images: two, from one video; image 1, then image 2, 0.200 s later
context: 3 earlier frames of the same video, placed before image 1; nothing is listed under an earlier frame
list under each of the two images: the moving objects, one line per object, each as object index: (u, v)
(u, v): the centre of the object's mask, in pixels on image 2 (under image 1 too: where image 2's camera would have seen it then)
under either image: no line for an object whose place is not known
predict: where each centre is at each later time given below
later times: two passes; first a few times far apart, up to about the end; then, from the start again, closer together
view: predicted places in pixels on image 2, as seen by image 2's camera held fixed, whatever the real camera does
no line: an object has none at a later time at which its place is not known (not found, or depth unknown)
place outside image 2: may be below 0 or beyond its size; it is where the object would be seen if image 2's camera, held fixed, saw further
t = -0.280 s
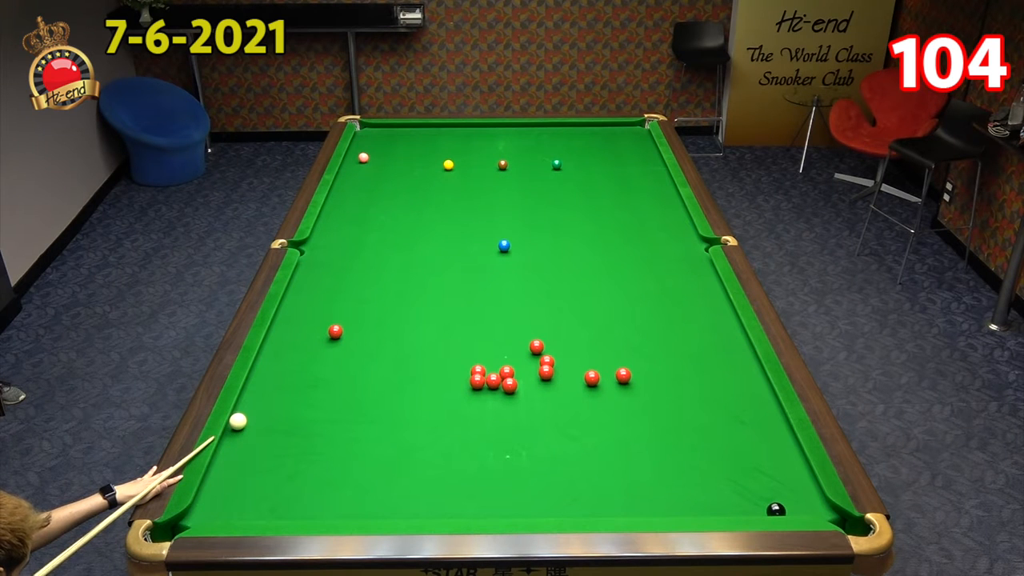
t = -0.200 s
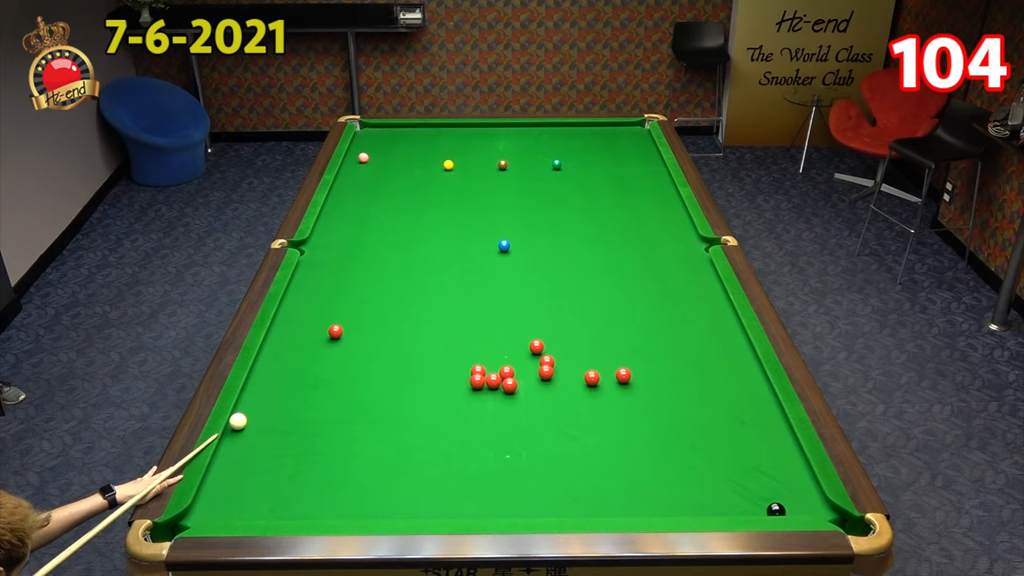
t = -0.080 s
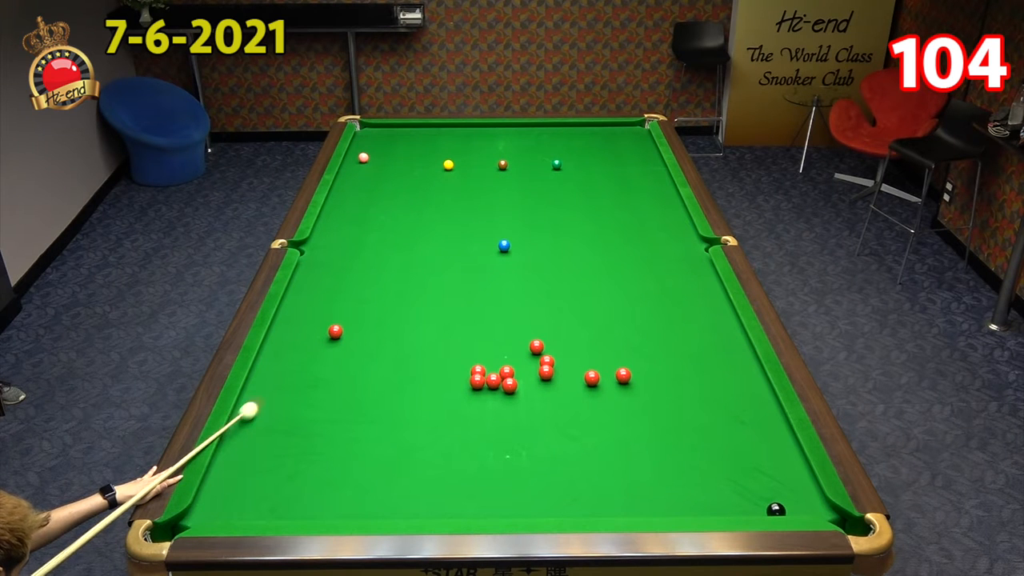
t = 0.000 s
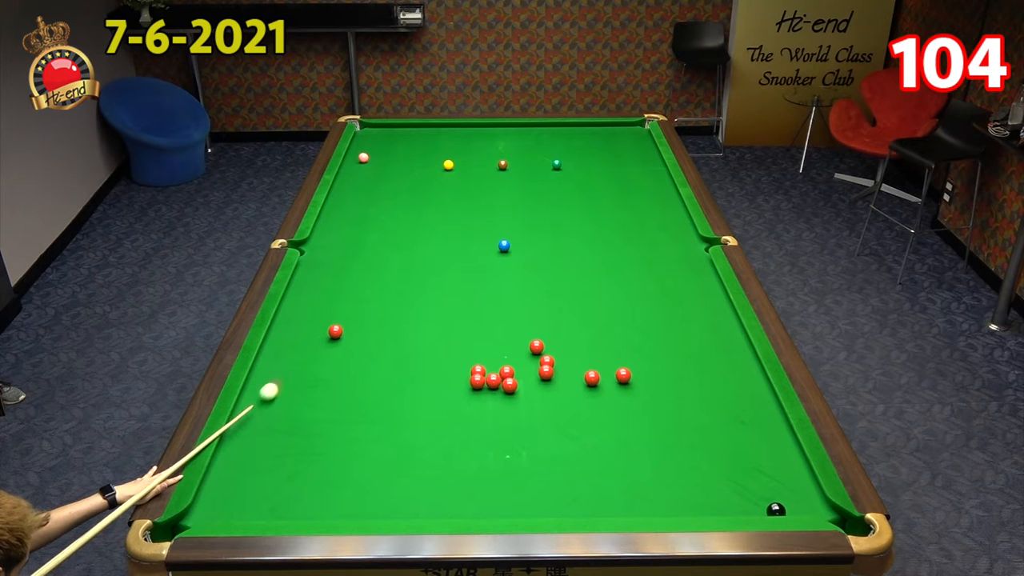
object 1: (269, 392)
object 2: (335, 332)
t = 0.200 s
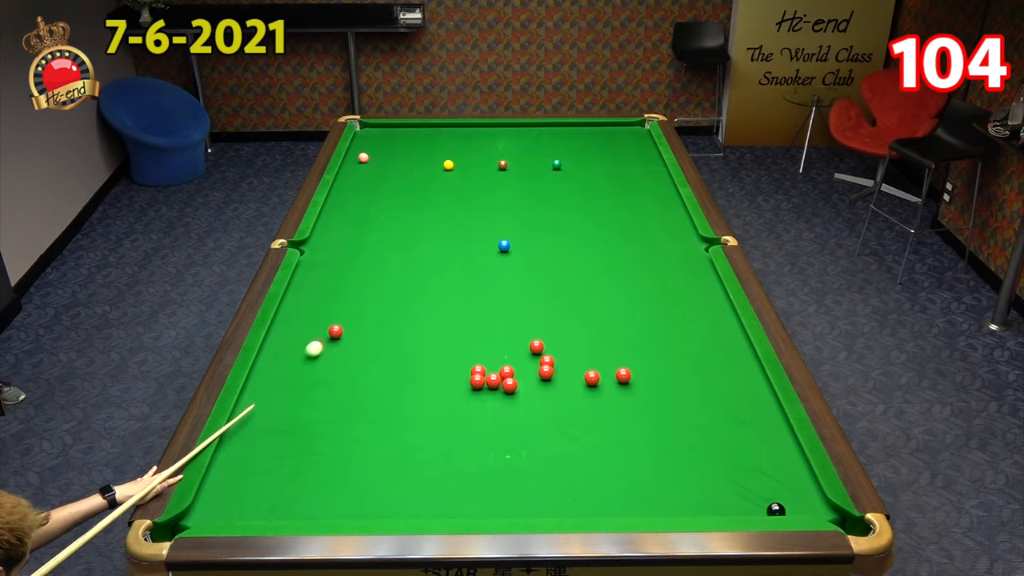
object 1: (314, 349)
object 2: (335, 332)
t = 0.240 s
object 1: (322, 341)
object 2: (335, 331)
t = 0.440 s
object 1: (322, 330)
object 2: (372, 307)
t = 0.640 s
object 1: (324, 319)
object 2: (399, 288)
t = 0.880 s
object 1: (326, 307)
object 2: (429, 269)
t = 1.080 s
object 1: (327, 298)
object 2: (451, 254)
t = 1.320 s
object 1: (330, 287)
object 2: (475, 238)
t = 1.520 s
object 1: (331, 280)
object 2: (494, 226)
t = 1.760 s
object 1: (333, 271)
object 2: (514, 212)
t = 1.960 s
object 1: (334, 265)
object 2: (530, 202)
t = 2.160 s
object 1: (335, 259)
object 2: (545, 192)
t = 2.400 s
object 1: (336, 252)
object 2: (561, 181)
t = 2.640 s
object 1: (337, 247)
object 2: (576, 172)
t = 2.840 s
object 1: (337, 242)
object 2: (587, 164)
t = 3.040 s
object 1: (338, 238)
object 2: (598, 157)
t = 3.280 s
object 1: (338, 234)
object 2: (610, 149)
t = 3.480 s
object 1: (339, 231)
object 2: (619, 143)
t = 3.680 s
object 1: (339, 228)
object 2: (628, 137)
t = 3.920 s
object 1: (340, 226)
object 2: (638, 130)
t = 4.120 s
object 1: (340, 223)
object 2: (643, 125)
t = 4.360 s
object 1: (340, 222)
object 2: (646, 124)
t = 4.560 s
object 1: (340, 220)
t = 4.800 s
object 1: (339, 219)
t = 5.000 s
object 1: (339, 218)
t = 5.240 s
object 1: (339, 218)
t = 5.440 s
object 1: (338, 218)
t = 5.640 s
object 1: (338, 218)
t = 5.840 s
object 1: (338, 218)
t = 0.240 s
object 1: (322, 341)
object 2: (335, 331)
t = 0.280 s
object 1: (325, 337)
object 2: (342, 327)
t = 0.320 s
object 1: (323, 336)
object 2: (350, 322)
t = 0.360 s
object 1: (322, 334)
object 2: (358, 316)
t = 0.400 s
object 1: (322, 332)
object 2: (365, 311)
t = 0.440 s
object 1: (322, 330)
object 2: (372, 307)
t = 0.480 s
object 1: (322, 328)
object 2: (378, 303)
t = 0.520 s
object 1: (323, 326)
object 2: (383, 299)
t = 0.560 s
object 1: (323, 324)
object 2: (389, 296)
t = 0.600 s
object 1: (323, 321)
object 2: (394, 292)
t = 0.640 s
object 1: (324, 319)
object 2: (399, 288)
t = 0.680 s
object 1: (324, 317)
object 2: (404, 285)
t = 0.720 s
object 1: (325, 315)
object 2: (409, 282)
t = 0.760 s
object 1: (325, 313)
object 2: (414, 278)
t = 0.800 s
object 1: (325, 311)
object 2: (419, 275)
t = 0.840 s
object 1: (326, 309)
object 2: (424, 272)
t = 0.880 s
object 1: (326, 307)
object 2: (429, 269)
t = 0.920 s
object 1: (326, 305)
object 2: (433, 266)
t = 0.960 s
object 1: (326, 303)
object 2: (437, 263)
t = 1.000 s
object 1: (327, 301)
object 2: (442, 260)
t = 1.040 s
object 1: (327, 299)
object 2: (446, 257)
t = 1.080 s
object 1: (327, 298)
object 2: (451, 254)
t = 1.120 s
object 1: (328, 296)
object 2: (455, 251)
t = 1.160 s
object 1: (328, 294)
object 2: (459, 249)
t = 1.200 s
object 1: (329, 292)
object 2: (463, 246)
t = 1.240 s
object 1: (329, 291)
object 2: (467, 243)
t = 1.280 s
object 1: (329, 289)
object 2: (471, 241)
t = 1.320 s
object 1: (330, 287)
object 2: (475, 238)
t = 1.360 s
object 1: (330, 286)
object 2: (479, 235)
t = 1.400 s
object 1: (330, 284)
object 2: (483, 233)
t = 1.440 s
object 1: (331, 282)
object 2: (486, 230)
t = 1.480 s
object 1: (331, 281)
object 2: (490, 228)
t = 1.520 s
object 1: (331, 280)
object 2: (494, 226)
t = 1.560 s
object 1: (331, 278)
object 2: (497, 223)
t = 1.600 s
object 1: (332, 277)
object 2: (501, 221)
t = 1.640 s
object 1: (332, 275)
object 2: (504, 219)
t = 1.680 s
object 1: (332, 274)
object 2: (507, 216)
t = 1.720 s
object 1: (332, 272)
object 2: (511, 214)
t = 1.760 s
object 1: (333, 271)
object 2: (514, 212)
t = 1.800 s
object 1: (333, 270)
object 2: (517, 210)
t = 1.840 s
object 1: (333, 268)
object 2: (520, 208)
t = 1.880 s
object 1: (333, 267)
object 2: (524, 206)
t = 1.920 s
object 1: (334, 266)
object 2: (527, 204)
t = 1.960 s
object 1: (334, 265)
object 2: (530, 202)
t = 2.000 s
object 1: (334, 263)
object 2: (533, 200)
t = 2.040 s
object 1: (334, 262)
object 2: (536, 198)
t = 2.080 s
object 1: (335, 261)
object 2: (539, 196)
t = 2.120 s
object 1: (335, 260)
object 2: (542, 194)
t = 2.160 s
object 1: (335, 259)
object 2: (545, 192)
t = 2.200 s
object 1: (335, 258)
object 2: (547, 190)
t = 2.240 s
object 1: (335, 257)
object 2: (550, 188)
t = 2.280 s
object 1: (335, 255)
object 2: (553, 187)
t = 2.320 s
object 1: (336, 254)
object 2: (555, 185)
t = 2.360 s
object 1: (336, 253)
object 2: (558, 183)
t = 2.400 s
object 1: (336, 252)
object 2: (561, 181)
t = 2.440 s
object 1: (336, 251)
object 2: (563, 180)
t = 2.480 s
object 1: (336, 250)
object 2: (566, 178)
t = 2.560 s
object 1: (336, 248)
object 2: (571, 175)
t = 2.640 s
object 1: (337, 247)
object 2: (576, 172)
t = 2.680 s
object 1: (337, 246)
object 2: (578, 170)
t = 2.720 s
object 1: (337, 245)
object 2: (580, 168)
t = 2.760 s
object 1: (337, 244)
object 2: (583, 167)
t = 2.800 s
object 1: (337, 243)
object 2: (585, 165)
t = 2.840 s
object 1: (337, 242)
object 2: (587, 164)
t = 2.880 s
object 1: (338, 242)
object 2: (589, 162)
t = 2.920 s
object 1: (338, 241)
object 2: (592, 161)
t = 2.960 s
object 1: (338, 240)
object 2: (594, 160)
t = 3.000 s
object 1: (338, 239)
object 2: (596, 158)
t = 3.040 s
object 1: (338, 238)
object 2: (598, 157)
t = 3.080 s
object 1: (338, 238)
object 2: (600, 155)
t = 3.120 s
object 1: (338, 237)
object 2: (602, 154)
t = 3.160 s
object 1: (338, 236)
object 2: (604, 153)
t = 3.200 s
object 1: (338, 236)
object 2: (606, 151)
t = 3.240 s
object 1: (338, 235)
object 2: (608, 150)
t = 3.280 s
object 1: (338, 234)
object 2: (610, 149)
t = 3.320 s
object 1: (339, 234)
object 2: (612, 148)
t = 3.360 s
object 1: (339, 233)
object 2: (614, 146)
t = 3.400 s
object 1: (339, 232)
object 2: (616, 145)
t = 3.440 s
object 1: (339, 232)
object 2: (618, 144)
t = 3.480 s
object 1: (339, 231)
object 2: (619, 143)
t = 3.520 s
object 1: (339, 230)
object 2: (621, 141)
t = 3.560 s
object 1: (339, 230)
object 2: (623, 140)
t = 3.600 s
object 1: (339, 229)
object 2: (625, 139)
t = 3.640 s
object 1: (339, 229)
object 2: (626, 138)
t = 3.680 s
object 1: (339, 228)
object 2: (628, 137)
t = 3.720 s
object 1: (339, 228)
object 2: (630, 136)
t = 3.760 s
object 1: (339, 227)
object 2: (631, 135)
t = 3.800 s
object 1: (339, 227)
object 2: (633, 134)
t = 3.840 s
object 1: (340, 226)
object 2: (635, 133)
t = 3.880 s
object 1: (340, 226)
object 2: (636, 131)
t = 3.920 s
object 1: (340, 226)
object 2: (638, 130)
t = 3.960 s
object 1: (340, 225)
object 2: (639, 129)
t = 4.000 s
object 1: (340, 225)
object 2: (640, 128)
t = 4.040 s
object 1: (340, 224)
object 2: (642, 127)
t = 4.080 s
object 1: (340, 224)
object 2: (643, 126)
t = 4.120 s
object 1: (340, 223)
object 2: (643, 125)
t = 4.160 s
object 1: (340, 223)
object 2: (642, 124)
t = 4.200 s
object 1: (340, 223)
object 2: (642, 123)
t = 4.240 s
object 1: (340, 222)
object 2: (641, 123)
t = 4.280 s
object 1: (340, 222)
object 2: (643, 123)
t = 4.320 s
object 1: (340, 222)
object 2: (645, 123)
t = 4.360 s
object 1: (340, 222)
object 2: (646, 124)
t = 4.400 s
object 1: (340, 221)
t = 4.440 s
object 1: (340, 221)
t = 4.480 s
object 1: (340, 221)
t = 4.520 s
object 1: (340, 220)
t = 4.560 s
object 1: (340, 220)
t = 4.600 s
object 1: (340, 220)
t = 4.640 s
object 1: (340, 220)
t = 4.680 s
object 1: (340, 220)
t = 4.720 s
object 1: (340, 219)
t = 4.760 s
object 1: (339, 219)
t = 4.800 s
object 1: (339, 219)
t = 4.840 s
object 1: (339, 219)
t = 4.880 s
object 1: (339, 219)
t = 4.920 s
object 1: (339, 219)
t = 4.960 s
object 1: (339, 219)
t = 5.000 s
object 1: (339, 218)
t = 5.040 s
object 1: (339, 218)
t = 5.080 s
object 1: (339, 218)
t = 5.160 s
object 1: (339, 218)
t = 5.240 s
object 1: (339, 218)
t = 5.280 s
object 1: (338, 218)
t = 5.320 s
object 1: (338, 218)
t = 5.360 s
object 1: (338, 218)
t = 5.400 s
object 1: (338, 218)
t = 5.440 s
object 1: (338, 218)
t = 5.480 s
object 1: (338, 218)
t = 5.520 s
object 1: (338, 218)
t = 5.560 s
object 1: (338, 218)
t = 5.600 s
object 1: (338, 218)
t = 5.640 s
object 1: (338, 218)
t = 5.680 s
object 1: (338, 218)
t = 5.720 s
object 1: (338, 218)
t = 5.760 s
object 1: (338, 218)
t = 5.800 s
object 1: (338, 218)
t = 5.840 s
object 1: (338, 218)
